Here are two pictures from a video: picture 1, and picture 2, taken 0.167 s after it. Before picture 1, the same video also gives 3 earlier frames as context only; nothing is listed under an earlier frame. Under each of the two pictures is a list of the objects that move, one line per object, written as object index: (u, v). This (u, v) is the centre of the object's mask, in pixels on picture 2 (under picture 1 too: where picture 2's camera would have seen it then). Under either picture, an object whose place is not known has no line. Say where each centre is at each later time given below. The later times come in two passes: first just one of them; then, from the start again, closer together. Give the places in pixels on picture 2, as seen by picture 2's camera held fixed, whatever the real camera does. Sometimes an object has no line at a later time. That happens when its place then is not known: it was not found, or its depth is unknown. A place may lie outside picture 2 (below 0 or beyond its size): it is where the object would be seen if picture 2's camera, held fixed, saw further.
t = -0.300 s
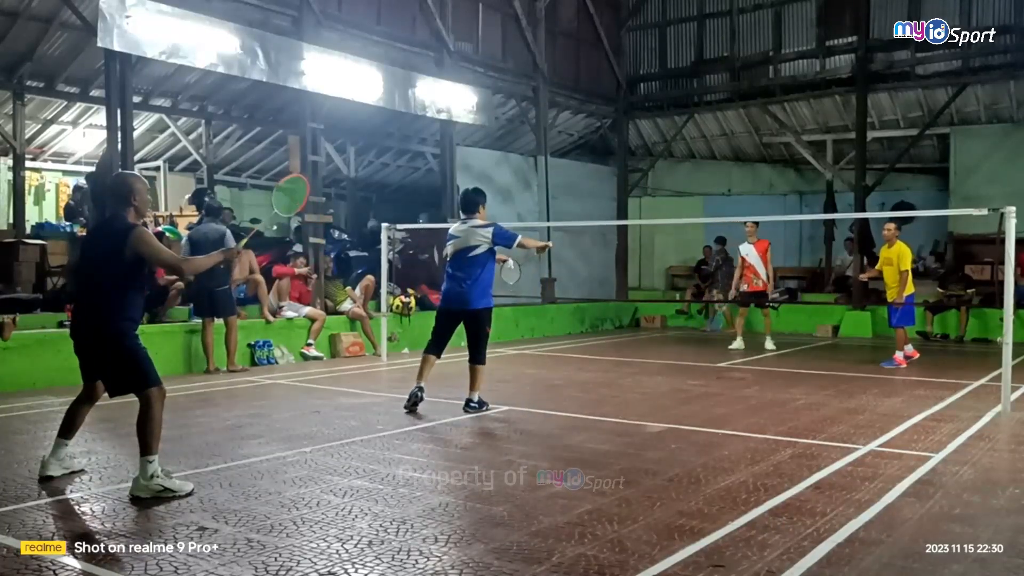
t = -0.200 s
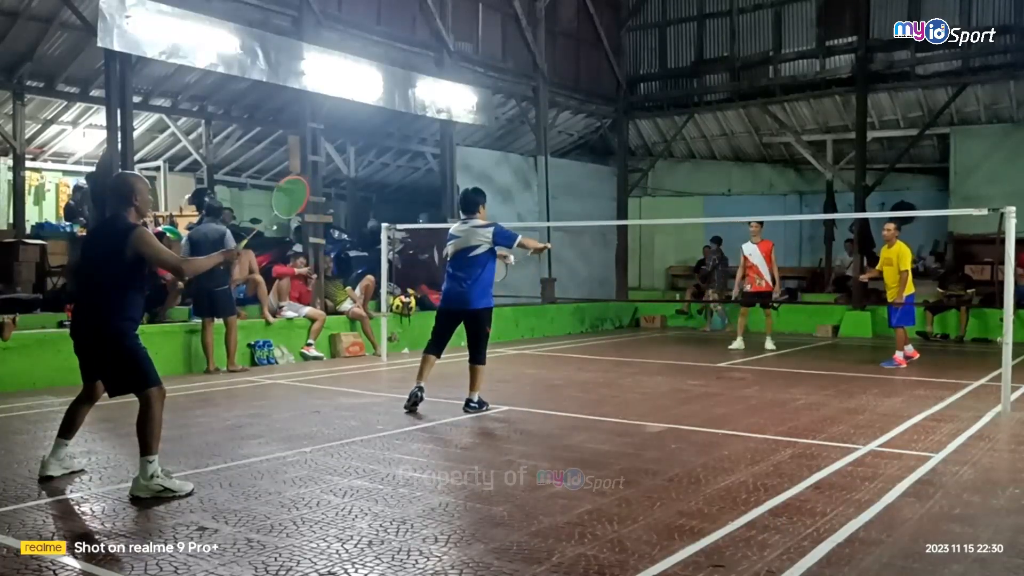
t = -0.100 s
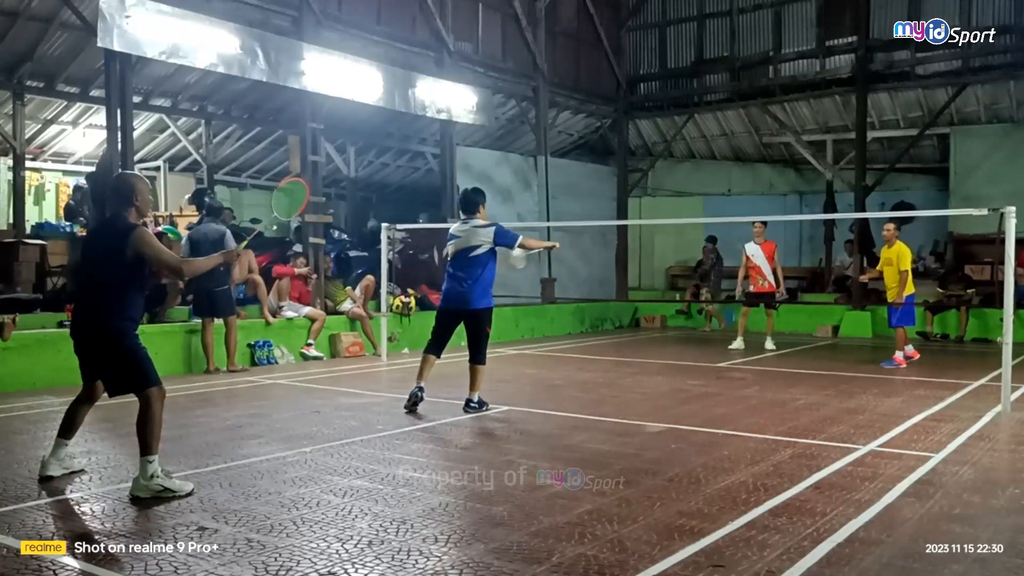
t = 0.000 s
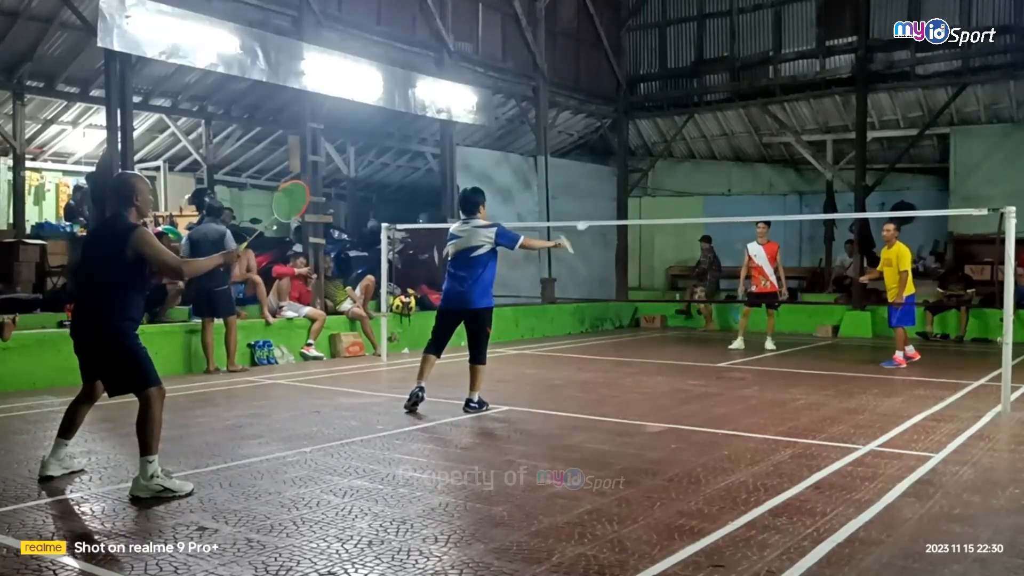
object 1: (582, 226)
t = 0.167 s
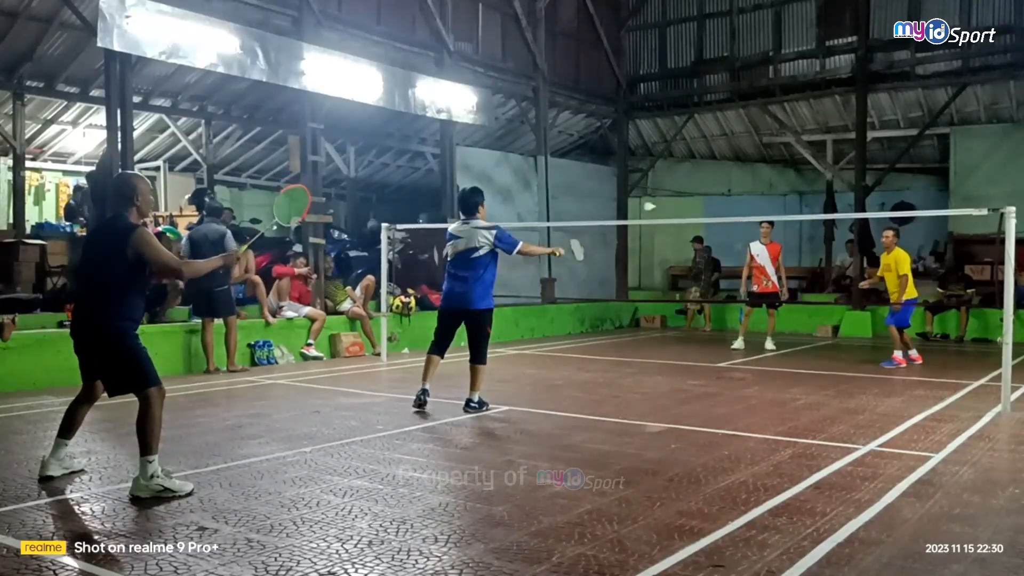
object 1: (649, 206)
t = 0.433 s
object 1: (721, 237)
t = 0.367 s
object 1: (706, 225)
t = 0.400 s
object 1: (714, 231)
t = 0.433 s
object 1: (721, 237)
